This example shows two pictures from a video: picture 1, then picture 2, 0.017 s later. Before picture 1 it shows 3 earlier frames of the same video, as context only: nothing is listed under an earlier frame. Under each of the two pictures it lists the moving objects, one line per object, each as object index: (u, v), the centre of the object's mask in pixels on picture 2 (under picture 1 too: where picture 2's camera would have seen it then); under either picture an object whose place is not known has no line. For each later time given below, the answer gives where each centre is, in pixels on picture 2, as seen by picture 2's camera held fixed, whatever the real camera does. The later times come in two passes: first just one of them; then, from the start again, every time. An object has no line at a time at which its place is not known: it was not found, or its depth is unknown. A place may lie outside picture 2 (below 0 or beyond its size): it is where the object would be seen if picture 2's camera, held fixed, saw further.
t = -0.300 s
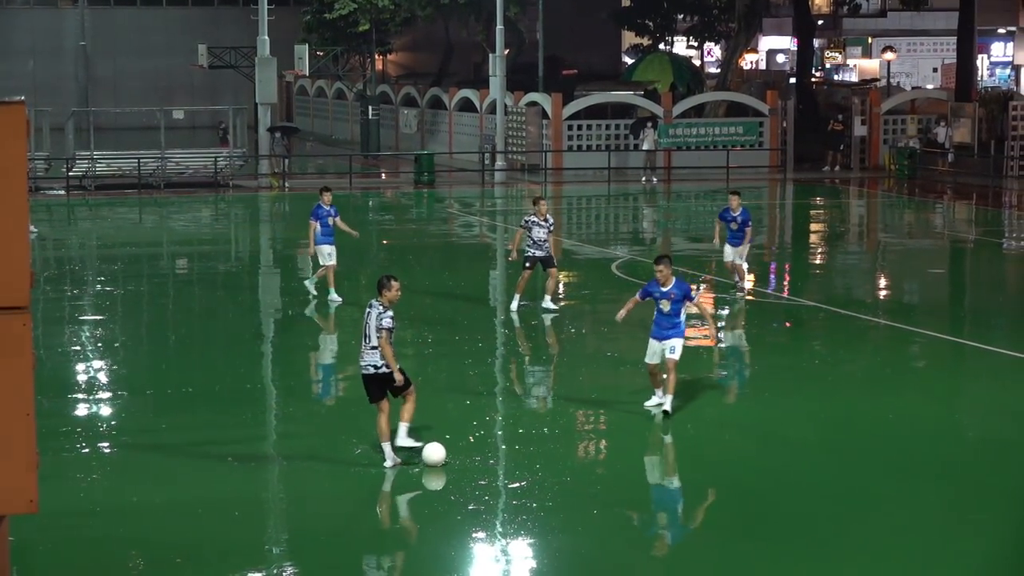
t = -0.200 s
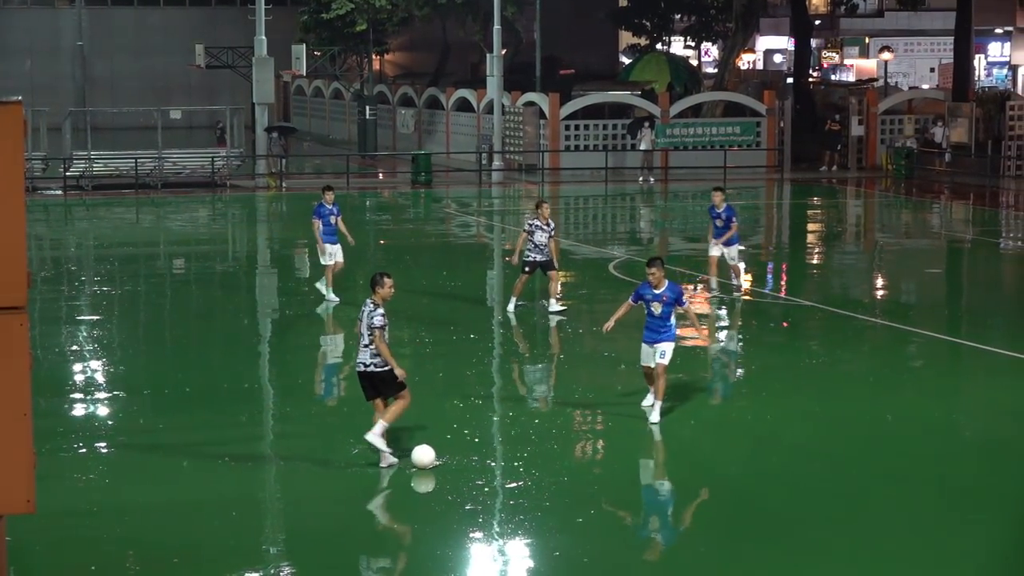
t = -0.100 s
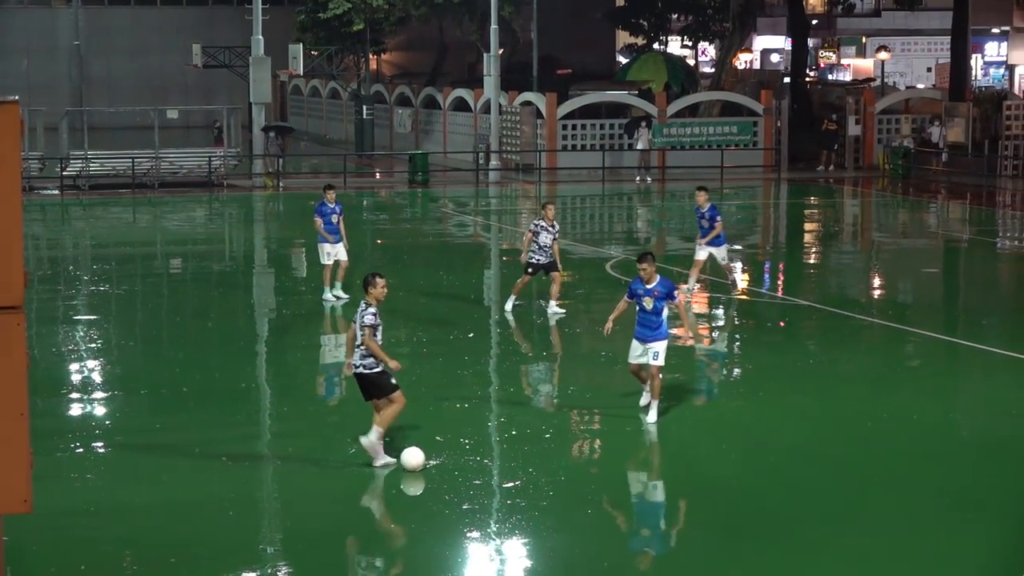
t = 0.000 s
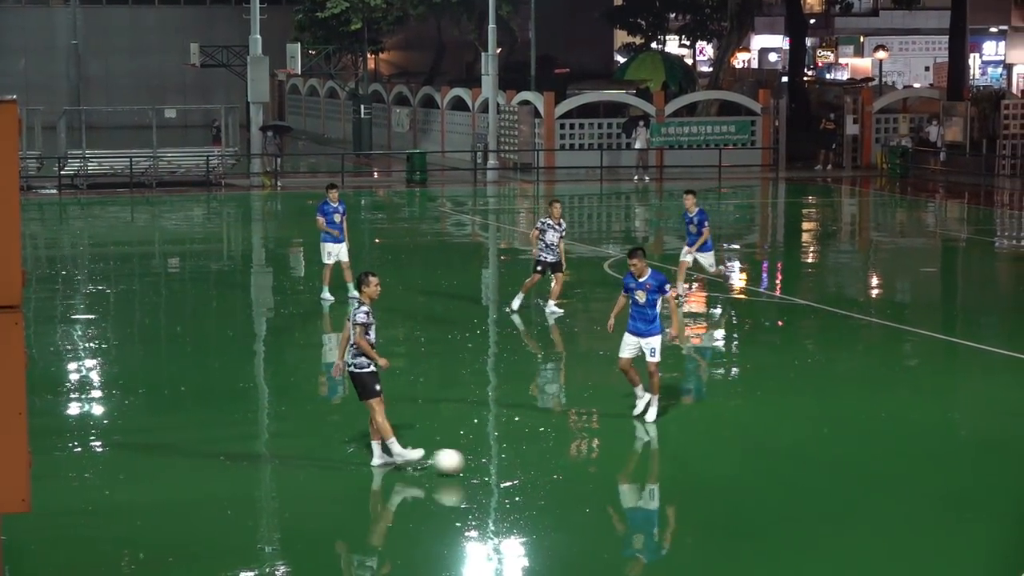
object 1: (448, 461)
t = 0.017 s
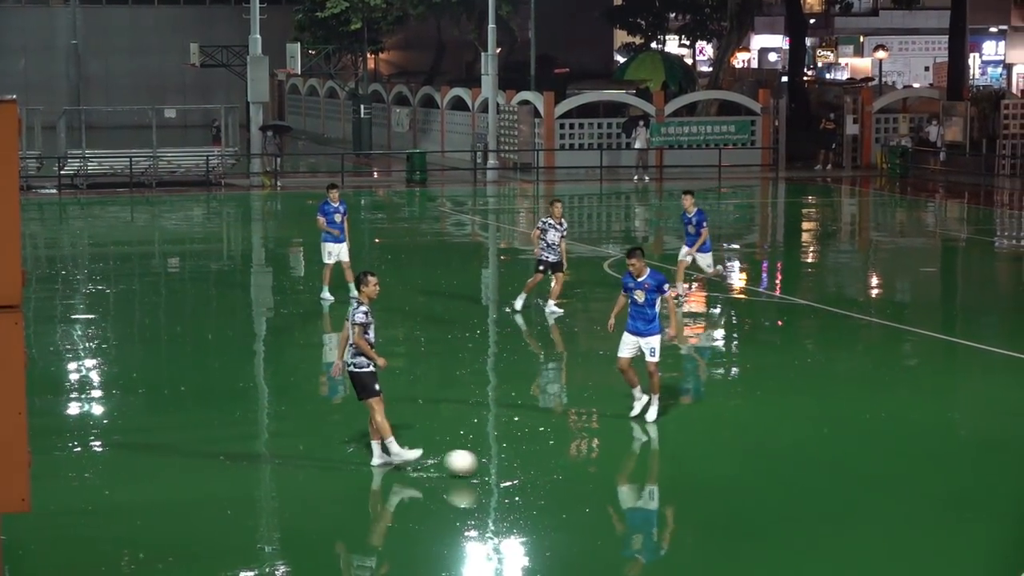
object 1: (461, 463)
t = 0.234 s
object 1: (630, 485)
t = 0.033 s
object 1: (474, 464)
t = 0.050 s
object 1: (487, 466)
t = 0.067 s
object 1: (500, 468)
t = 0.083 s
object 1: (513, 470)
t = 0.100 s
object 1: (526, 473)
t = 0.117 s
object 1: (539, 476)
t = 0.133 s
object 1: (552, 477)
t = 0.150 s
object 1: (565, 478)
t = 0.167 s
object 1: (577, 479)
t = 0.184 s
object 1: (590, 480)
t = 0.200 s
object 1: (603, 482)
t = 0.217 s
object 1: (617, 482)
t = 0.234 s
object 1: (630, 485)
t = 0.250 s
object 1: (644, 487)
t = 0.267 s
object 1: (659, 491)
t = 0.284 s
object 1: (671, 493)
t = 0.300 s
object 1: (683, 494)
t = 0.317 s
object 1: (696, 495)
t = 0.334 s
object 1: (709, 497)
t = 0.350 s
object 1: (722, 499)
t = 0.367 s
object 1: (736, 502)
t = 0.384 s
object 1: (749, 505)
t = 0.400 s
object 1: (762, 506)
